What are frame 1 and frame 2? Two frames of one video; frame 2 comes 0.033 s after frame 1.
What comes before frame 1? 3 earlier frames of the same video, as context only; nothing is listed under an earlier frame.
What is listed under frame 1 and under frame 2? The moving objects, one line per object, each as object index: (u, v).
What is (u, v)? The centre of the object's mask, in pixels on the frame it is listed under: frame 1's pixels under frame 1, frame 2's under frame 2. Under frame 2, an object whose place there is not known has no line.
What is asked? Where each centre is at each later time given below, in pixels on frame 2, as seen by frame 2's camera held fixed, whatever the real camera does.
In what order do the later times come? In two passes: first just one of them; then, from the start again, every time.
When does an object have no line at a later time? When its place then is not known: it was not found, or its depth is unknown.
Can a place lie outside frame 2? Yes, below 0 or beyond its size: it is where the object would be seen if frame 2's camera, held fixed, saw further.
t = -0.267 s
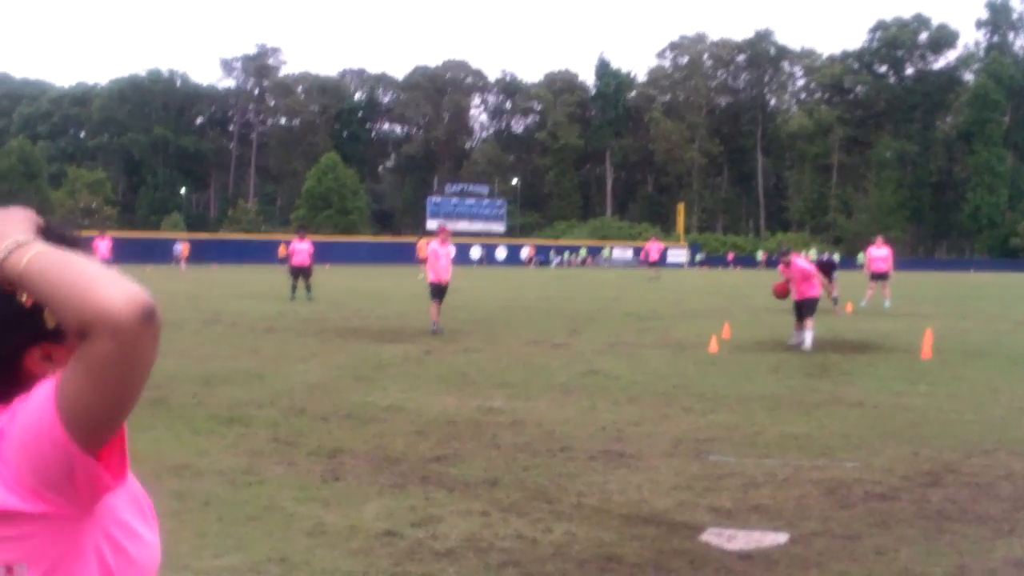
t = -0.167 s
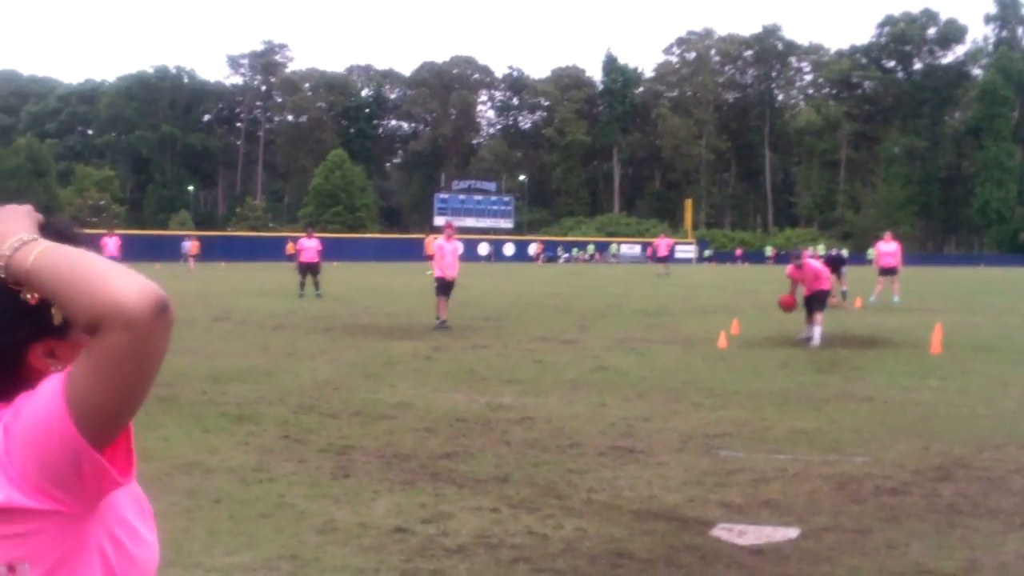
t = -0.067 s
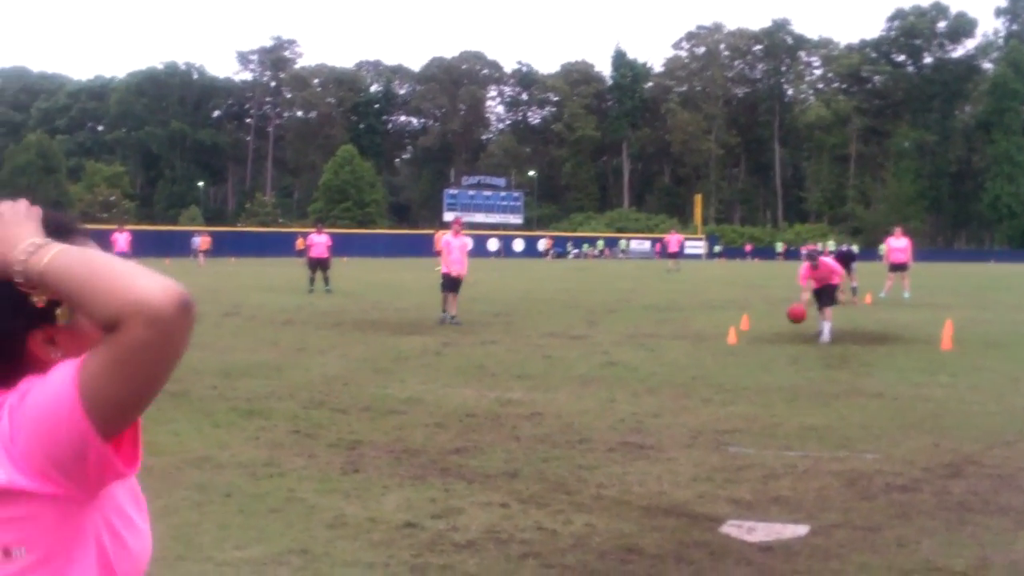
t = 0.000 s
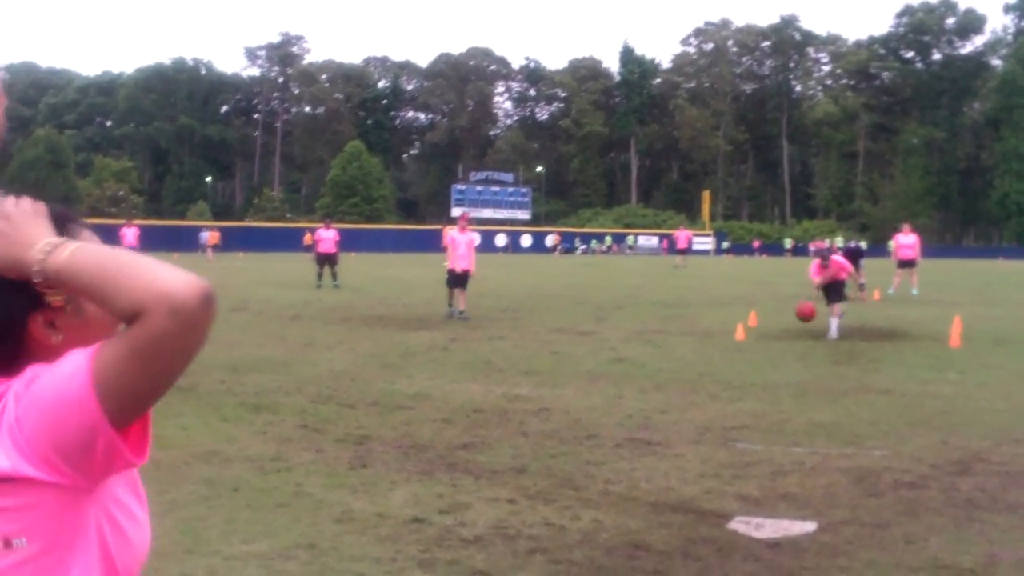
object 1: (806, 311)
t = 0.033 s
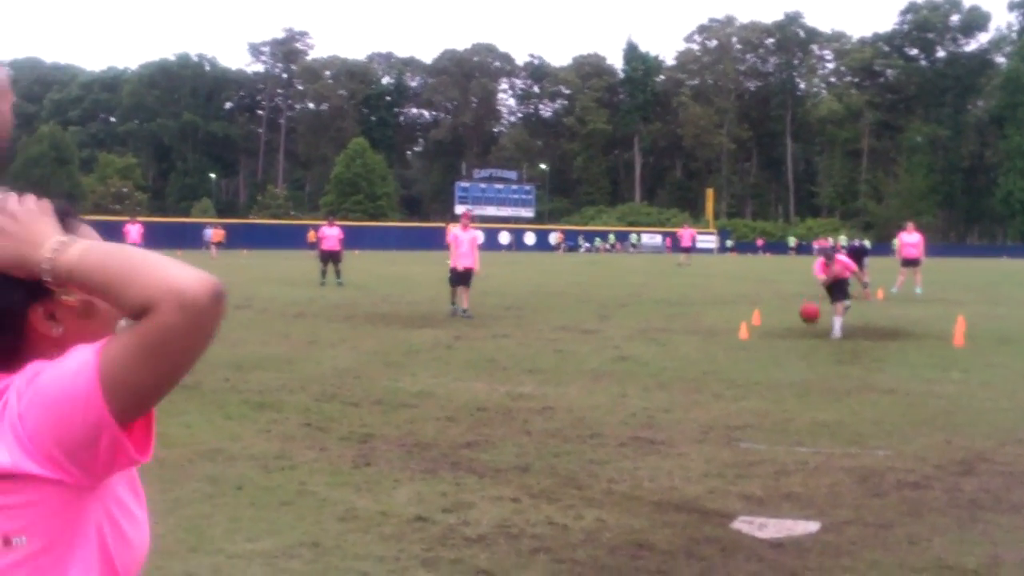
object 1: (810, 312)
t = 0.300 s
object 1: (810, 348)
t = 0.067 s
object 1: (811, 318)
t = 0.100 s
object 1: (811, 322)
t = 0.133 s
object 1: (812, 329)
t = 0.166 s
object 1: (812, 336)
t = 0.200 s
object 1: (811, 345)
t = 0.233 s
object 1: (811, 354)
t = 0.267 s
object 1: (811, 352)
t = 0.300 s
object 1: (810, 348)
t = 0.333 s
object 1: (810, 345)
